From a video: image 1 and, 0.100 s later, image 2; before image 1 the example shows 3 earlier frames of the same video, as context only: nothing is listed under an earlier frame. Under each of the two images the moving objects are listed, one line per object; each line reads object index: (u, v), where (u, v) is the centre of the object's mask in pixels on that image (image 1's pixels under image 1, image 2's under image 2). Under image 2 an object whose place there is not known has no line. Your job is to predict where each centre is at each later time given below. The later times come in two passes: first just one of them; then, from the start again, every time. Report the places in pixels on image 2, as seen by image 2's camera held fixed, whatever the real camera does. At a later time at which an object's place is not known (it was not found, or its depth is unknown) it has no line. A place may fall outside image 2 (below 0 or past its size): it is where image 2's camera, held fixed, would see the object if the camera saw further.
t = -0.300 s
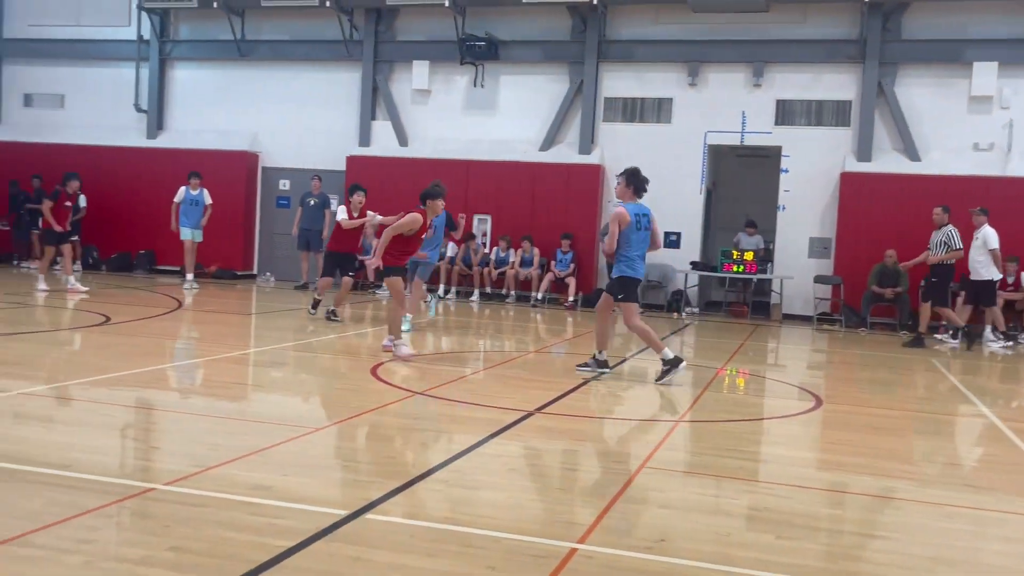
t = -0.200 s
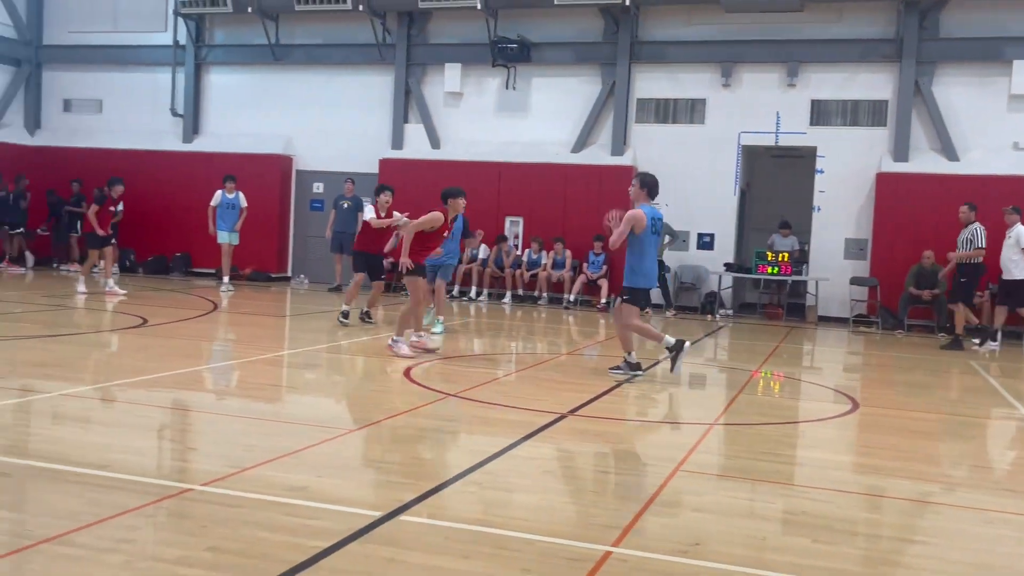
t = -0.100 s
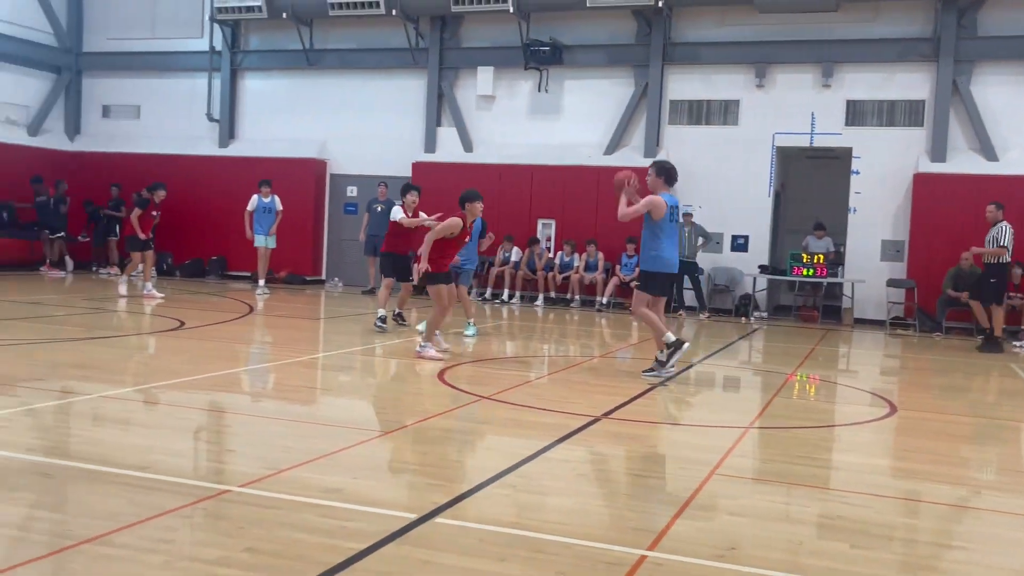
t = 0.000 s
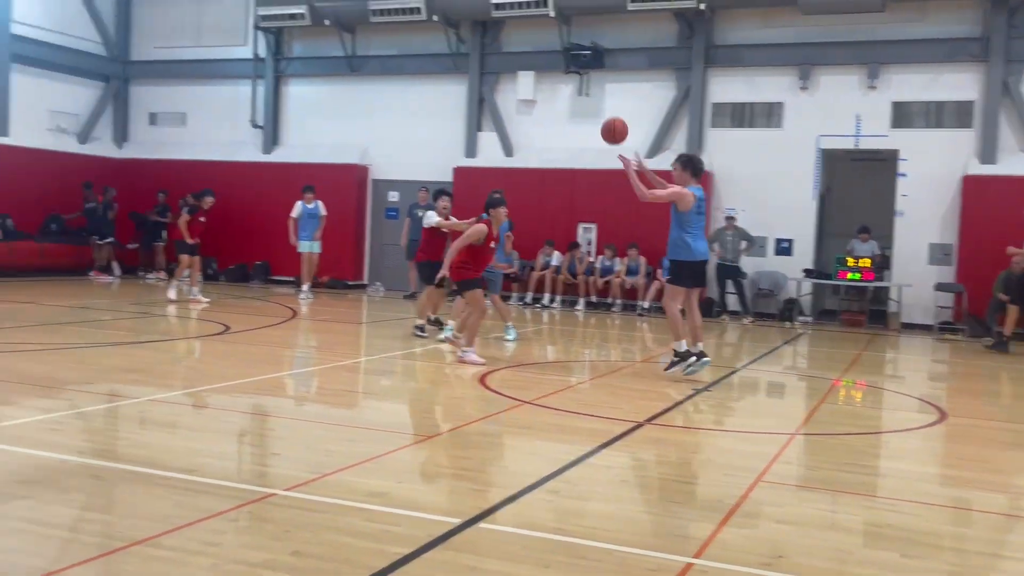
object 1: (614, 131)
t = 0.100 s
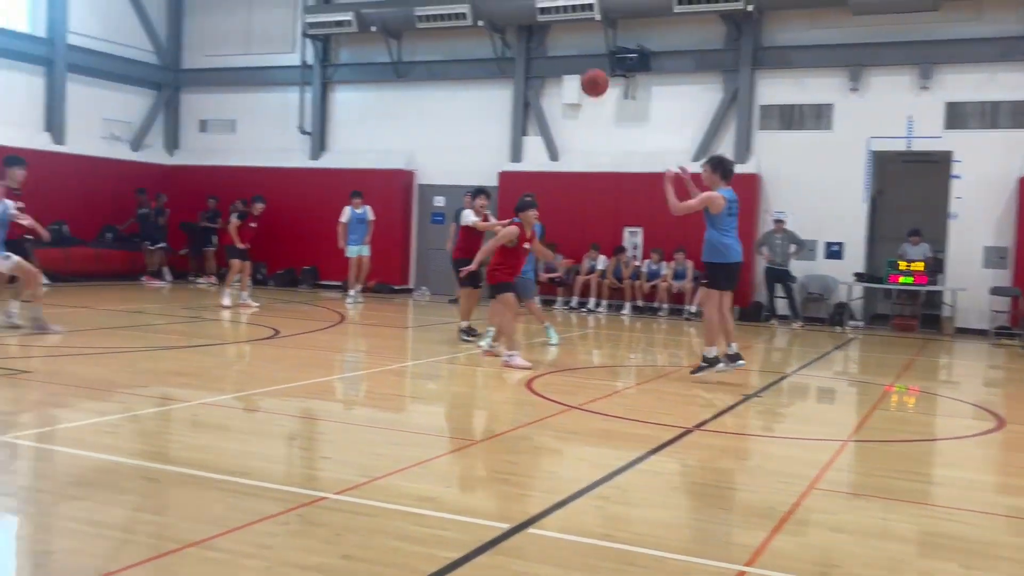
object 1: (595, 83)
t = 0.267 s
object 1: (494, 24)
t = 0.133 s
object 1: (574, 69)
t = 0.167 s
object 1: (554, 55)
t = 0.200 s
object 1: (535, 43)
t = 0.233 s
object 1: (514, 33)
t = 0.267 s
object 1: (494, 24)
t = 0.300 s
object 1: (475, 17)
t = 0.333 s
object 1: (455, 11)
